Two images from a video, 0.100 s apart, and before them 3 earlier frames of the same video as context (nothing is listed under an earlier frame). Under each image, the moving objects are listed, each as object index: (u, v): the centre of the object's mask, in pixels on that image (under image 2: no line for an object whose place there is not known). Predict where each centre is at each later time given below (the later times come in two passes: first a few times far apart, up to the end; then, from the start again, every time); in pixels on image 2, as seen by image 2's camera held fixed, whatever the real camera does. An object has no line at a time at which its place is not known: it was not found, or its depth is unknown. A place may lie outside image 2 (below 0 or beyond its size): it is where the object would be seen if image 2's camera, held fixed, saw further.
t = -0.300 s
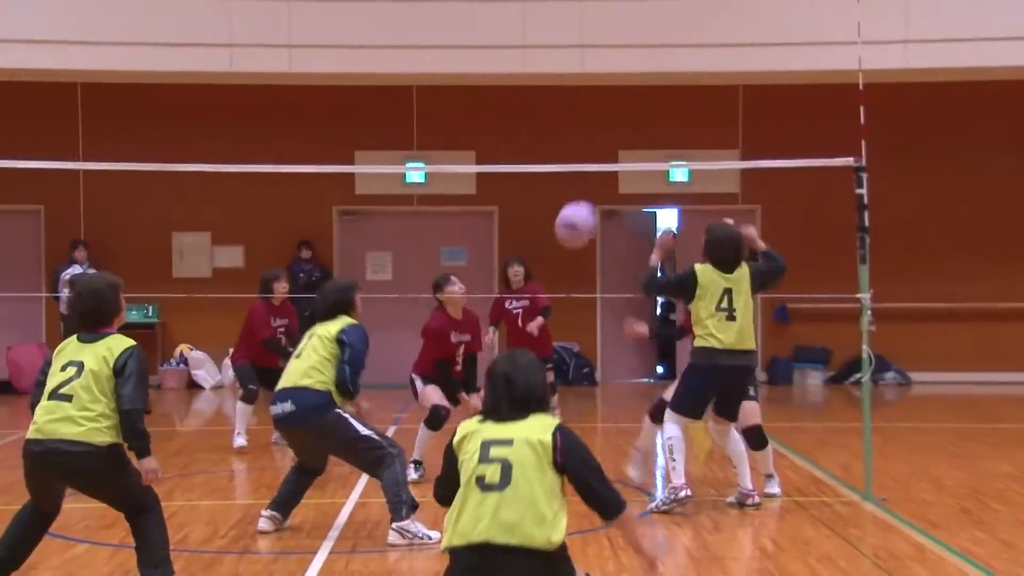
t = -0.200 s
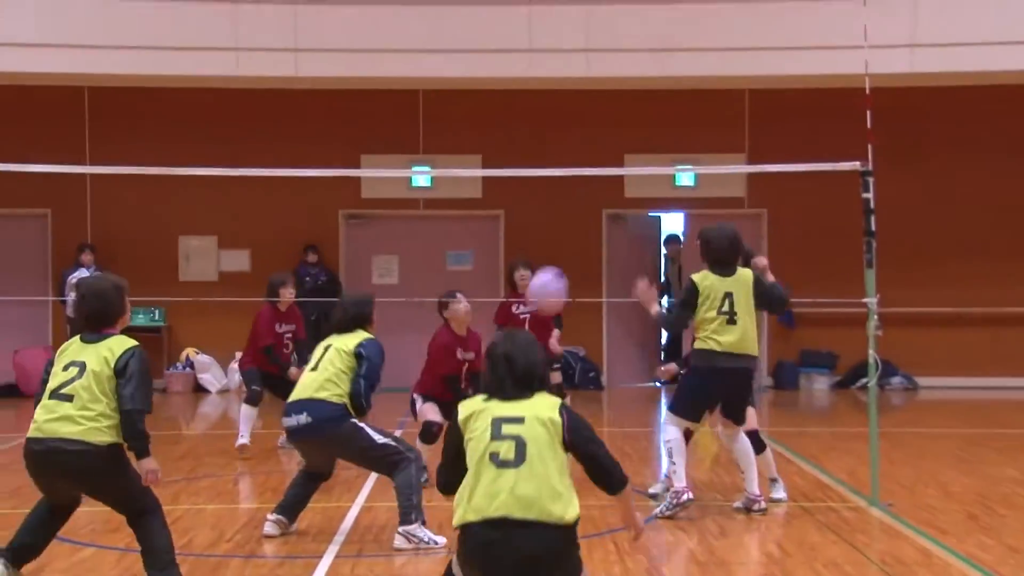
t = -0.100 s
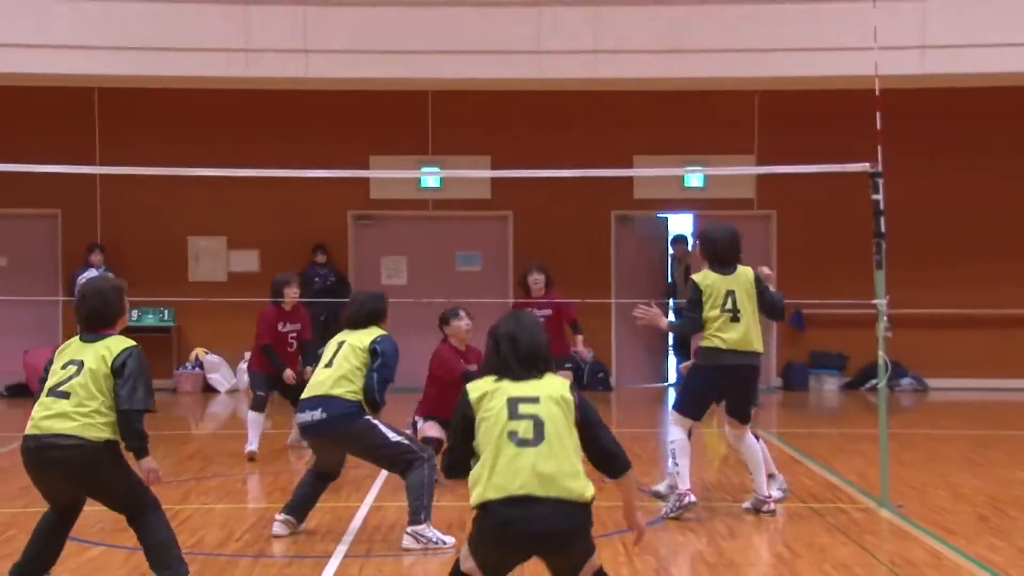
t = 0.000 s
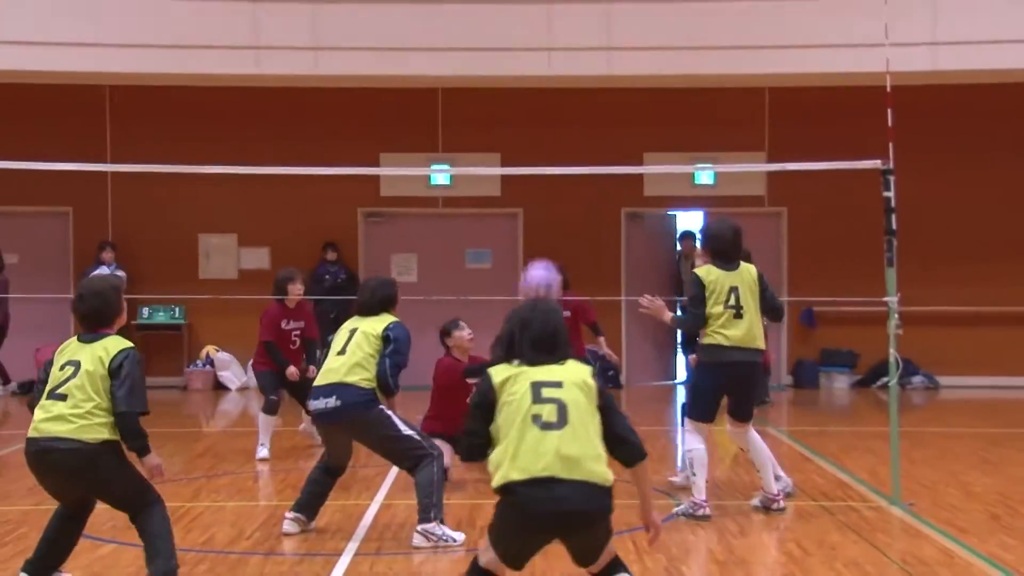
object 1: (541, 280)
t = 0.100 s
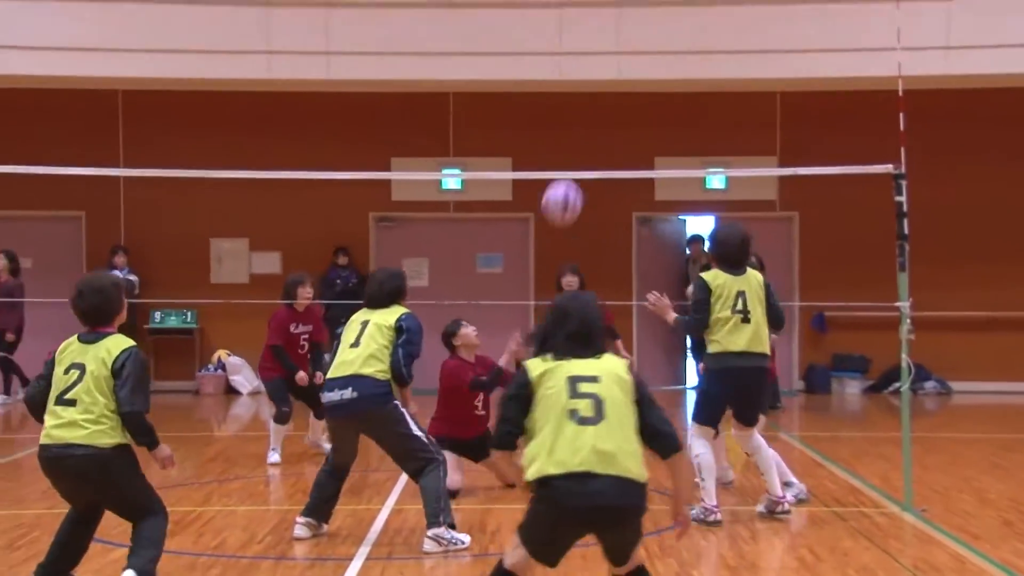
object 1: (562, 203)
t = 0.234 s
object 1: (576, 115)
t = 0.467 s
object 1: (601, 31)
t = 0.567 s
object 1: (610, 22)
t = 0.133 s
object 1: (566, 180)
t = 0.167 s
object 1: (570, 152)
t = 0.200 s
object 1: (573, 133)
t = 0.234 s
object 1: (576, 115)
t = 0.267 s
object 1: (579, 98)
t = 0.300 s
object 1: (584, 83)
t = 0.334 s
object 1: (587, 68)
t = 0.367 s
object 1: (591, 58)
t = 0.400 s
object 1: (594, 47)
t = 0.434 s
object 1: (598, 38)
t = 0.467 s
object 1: (601, 31)
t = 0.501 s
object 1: (605, 26)
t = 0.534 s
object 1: (608, 23)
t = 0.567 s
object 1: (610, 22)
